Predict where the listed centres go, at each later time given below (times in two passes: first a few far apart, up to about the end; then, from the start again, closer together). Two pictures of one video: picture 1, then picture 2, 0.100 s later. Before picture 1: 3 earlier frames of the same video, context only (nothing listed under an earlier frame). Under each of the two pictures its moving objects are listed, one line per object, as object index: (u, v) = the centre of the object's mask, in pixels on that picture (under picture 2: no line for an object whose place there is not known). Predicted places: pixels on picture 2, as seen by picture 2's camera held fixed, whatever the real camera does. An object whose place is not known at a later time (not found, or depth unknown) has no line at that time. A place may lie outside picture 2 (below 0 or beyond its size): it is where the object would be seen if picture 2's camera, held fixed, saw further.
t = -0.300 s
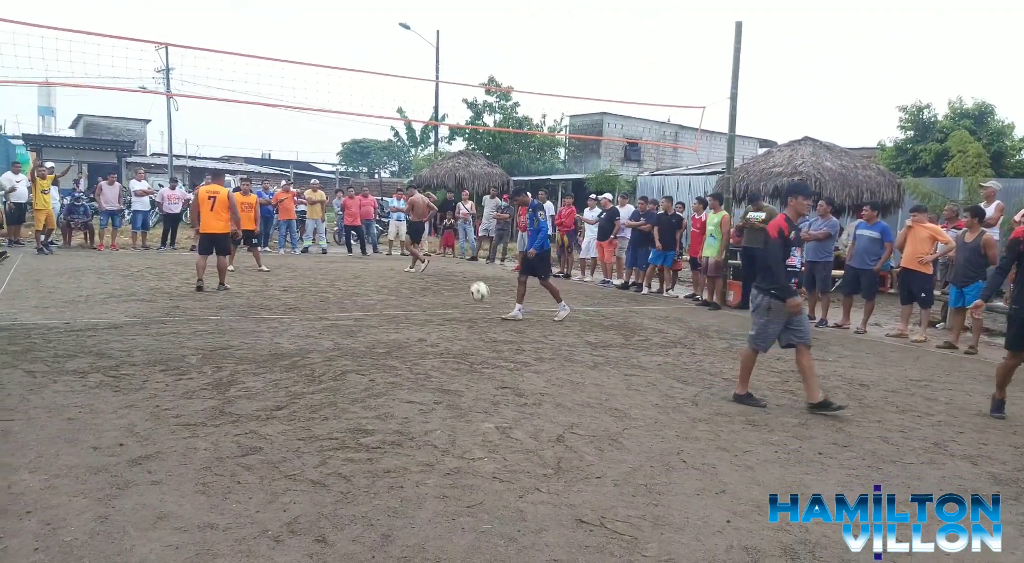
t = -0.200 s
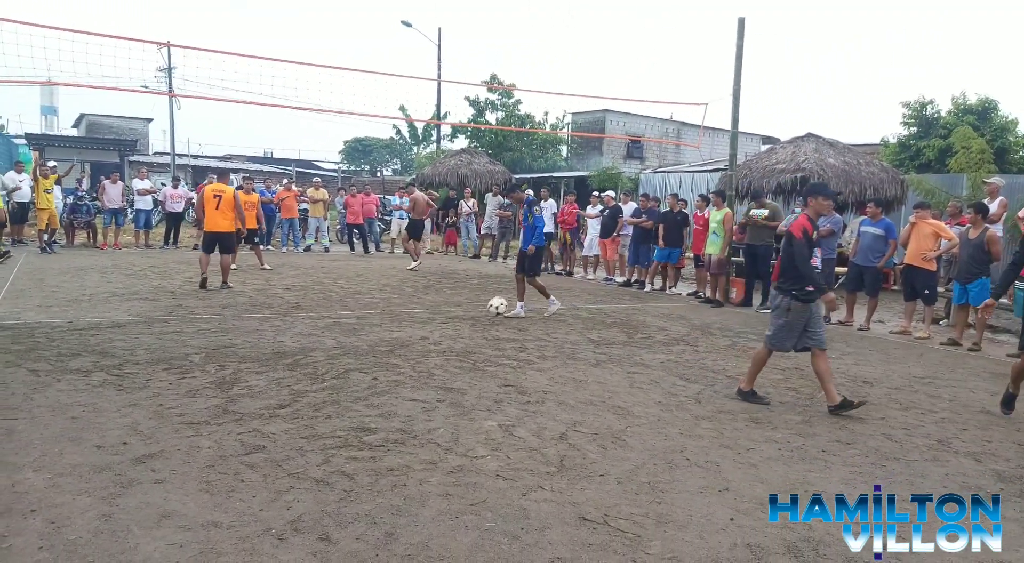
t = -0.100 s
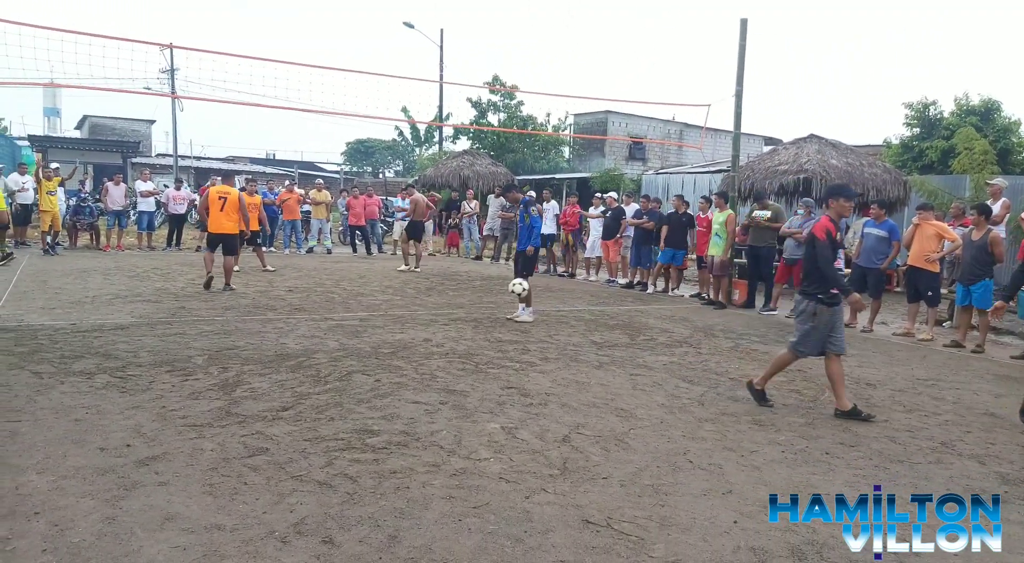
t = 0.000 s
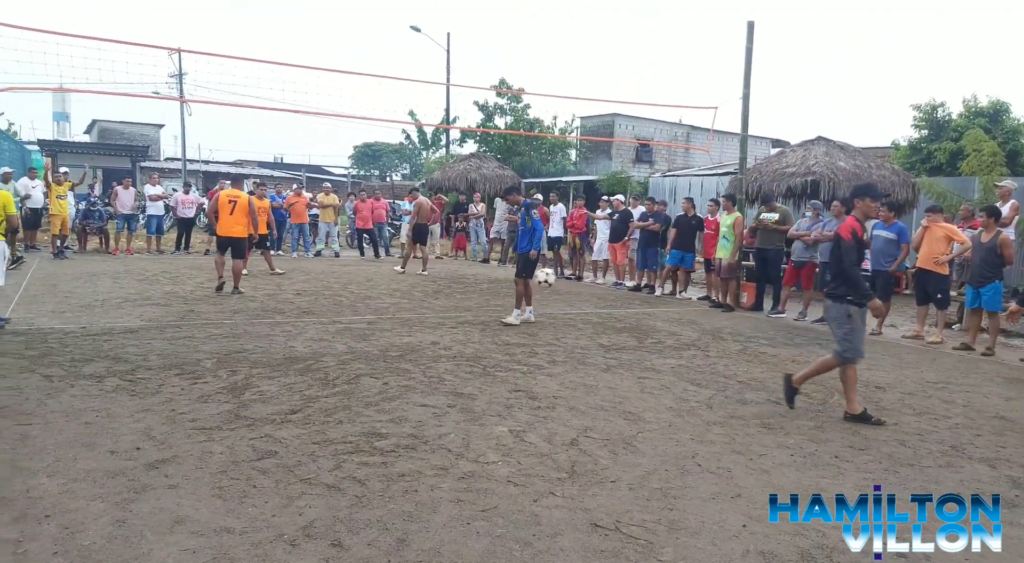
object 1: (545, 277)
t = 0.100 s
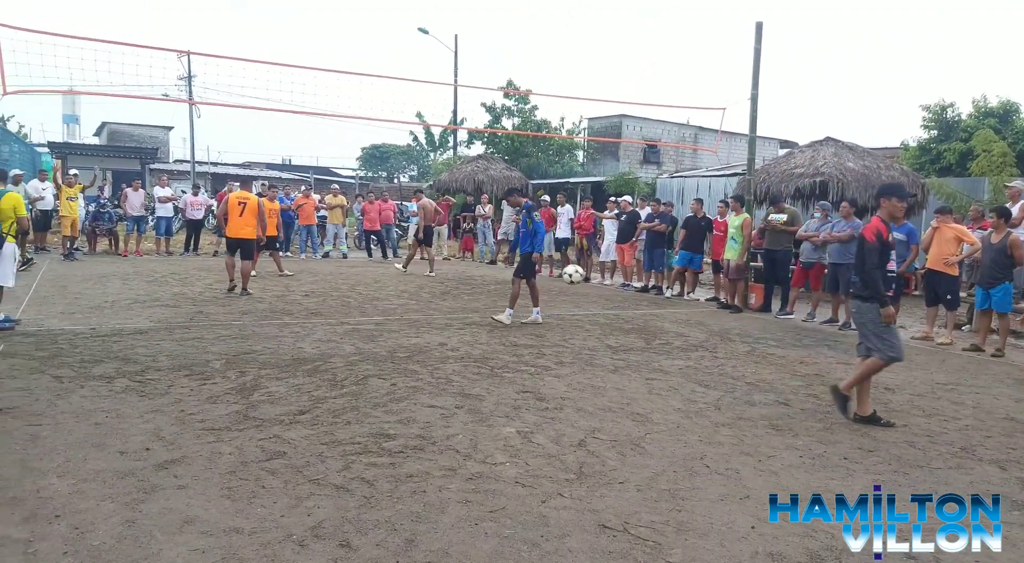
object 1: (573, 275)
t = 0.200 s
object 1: (593, 279)
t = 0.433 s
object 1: (642, 328)
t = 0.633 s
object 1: (695, 328)
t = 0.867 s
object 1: (763, 337)
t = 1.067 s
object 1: (824, 365)
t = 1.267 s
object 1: (886, 363)
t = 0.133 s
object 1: (580, 275)
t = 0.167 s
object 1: (587, 276)
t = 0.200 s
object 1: (593, 279)
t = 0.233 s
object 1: (600, 282)
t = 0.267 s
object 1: (607, 287)
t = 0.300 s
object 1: (614, 292)
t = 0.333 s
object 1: (622, 300)
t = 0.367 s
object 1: (629, 308)
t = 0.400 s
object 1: (636, 318)
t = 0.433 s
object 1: (642, 328)
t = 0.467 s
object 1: (650, 340)
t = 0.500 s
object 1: (657, 347)
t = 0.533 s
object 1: (667, 339)
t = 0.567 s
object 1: (676, 334)
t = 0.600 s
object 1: (686, 331)
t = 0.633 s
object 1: (695, 328)
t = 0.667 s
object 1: (704, 326)
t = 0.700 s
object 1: (713, 324)
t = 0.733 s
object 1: (723, 324)
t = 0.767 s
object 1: (733, 325)
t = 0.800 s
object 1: (743, 327)
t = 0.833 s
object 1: (753, 332)
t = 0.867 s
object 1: (763, 337)
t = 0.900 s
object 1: (772, 344)
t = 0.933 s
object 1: (782, 351)
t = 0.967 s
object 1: (791, 359)
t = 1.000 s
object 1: (801, 371)
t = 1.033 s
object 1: (812, 369)
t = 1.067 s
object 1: (824, 365)
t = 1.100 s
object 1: (836, 362)
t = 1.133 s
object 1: (846, 360)
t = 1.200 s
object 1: (868, 359)
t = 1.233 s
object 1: (880, 360)
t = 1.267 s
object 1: (886, 363)
